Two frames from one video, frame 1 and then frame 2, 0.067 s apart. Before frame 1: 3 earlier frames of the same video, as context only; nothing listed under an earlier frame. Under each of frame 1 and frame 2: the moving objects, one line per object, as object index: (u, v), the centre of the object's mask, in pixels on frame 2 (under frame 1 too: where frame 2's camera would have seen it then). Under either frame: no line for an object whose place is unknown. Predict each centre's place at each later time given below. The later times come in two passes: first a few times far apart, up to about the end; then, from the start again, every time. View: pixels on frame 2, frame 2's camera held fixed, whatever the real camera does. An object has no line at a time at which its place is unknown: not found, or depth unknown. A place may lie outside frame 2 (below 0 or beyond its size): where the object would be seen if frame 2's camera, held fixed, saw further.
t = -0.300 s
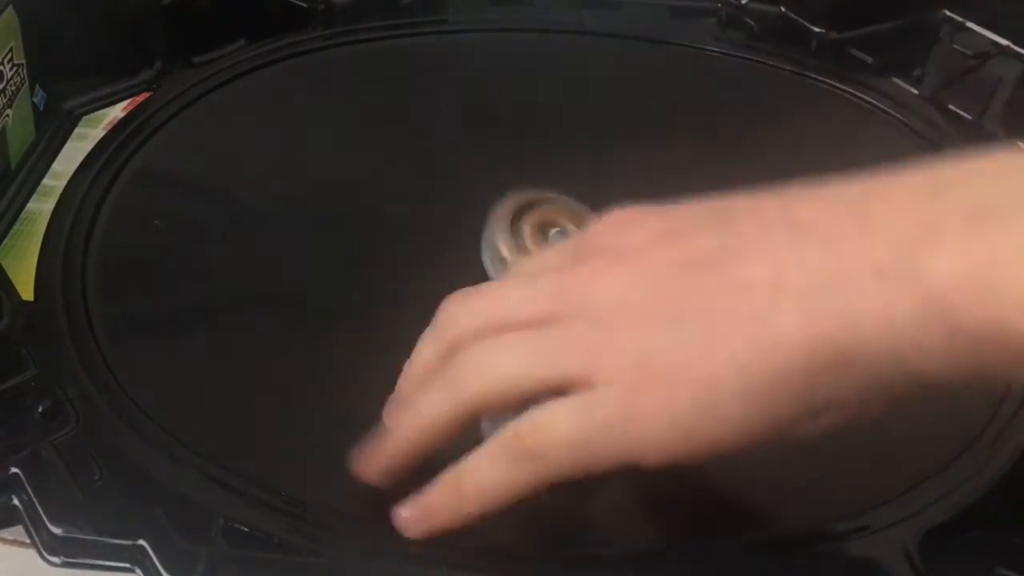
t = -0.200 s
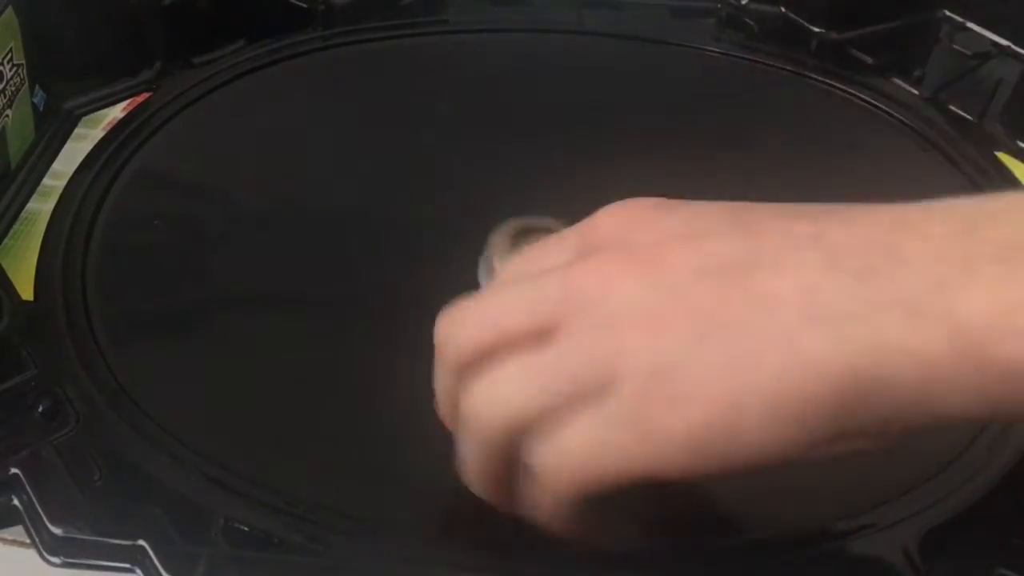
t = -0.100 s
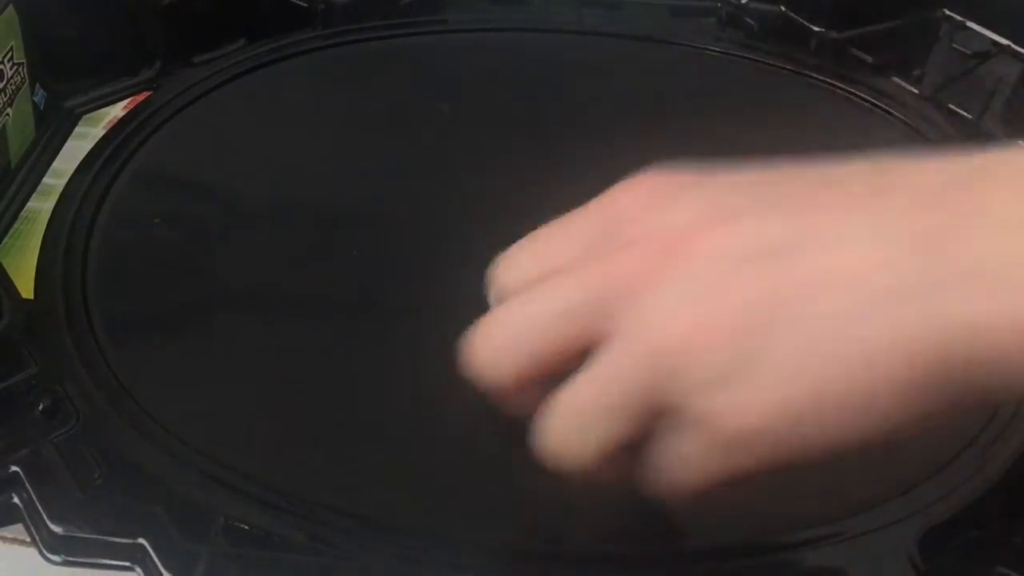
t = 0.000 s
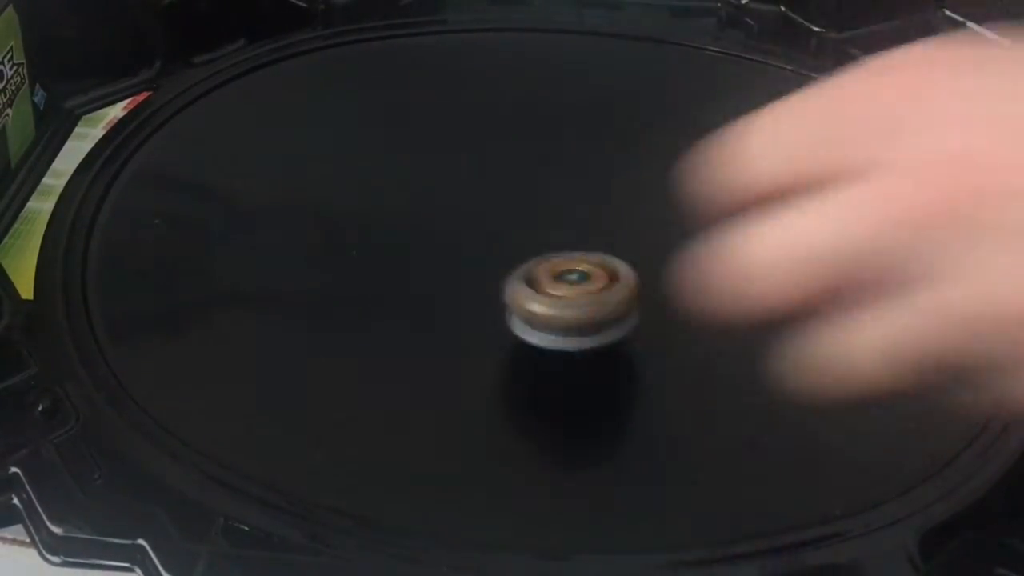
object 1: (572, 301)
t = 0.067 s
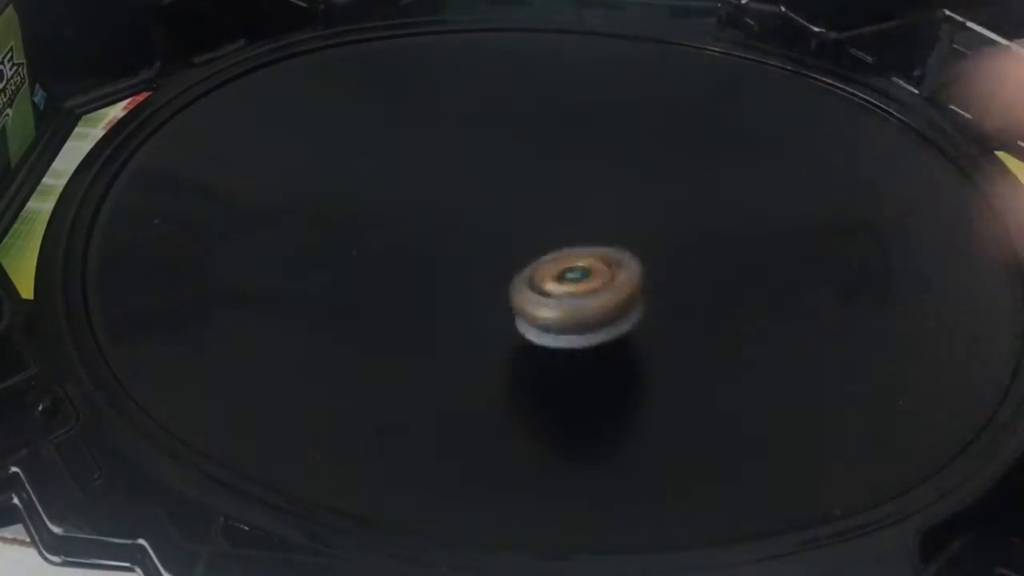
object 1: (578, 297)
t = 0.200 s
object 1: (585, 275)
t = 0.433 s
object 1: (540, 229)
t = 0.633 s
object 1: (479, 228)
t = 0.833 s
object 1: (465, 250)
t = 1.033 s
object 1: (510, 254)
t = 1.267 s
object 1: (547, 215)
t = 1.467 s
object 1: (533, 197)
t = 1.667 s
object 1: (522, 216)
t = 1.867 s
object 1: (552, 240)
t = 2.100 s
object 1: (592, 227)
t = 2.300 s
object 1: (579, 215)
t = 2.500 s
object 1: (560, 232)
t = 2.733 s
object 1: (589, 247)
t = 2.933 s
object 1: (595, 233)
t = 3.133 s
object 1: (574, 231)
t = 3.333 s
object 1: (578, 245)
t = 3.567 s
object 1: (591, 242)
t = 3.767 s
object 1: (582, 234)
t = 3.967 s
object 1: (575, 244)
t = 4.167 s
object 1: (594, 243)
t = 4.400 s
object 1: (577, 241)
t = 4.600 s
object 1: (578, 239)
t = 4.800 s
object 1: (592, 232)
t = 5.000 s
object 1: (588, 232)
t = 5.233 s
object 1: (602, 242)
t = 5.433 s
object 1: (604, 255)
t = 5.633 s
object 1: (589, 261)
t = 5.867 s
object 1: (579, 269)
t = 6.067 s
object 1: (574, 277)
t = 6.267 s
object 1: (572, 271)
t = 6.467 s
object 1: (580, 269)
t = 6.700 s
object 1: (573, 268)
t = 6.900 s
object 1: (573, 268)
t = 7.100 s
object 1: (584, 268)
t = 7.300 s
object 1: (575, 265)
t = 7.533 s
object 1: (568, 258)
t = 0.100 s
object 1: (581, 293)
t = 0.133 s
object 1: (585, 288)
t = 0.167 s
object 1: (587, 283)
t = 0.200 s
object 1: (585, 275)
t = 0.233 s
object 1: (582, 267)
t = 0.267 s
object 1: (579, 260)
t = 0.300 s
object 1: (575, 254)
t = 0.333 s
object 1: (569, 247)
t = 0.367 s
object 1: (561, 240)
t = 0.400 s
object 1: (551, 234)
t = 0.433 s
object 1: (540, 229)
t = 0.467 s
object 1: (529, 226)
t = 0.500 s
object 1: (517, 225)
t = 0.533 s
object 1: (507, 224)
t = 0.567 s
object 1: (496, 224)
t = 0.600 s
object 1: (486, 225)
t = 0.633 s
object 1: (479, 228)
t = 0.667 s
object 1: (473, 230)
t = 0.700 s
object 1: (466, 233)
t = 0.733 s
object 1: (463, 237)
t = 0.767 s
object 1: (464, 242)
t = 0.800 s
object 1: (465, 245)
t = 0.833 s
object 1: (465, 250)
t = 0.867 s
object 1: (469, 254)
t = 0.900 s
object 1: (475, 255)
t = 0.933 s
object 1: (482, 256)
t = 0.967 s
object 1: (489, 256)
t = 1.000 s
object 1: (500, 255)
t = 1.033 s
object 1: (510, 254)
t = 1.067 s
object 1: (518, 250)
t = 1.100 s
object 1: (527, 246)
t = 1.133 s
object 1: (535, 240)
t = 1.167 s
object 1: (540, 234)
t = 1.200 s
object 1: (543, 228)
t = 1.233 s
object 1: (546, 222)
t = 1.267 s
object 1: (547, 215)
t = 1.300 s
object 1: (546, 208)
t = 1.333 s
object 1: (544, 204)
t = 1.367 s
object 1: (543, 199)
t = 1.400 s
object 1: (541, 195)
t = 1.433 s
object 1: (537, 195)
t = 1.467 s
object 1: (533, 197)
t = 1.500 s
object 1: (530, 198)
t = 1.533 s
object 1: (527, 199)
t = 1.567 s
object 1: (522, 201)
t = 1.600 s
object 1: (521, 206)
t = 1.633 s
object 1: (522, 211)
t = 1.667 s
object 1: (522, 216)
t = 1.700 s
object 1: (524, 221)
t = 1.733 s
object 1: (527, 227)
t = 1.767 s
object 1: (531, 232)
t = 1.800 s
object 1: (537, 236)
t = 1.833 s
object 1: (544, 239)
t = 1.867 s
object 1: (552, 240)
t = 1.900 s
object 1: (560, 241)
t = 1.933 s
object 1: (567, 241)
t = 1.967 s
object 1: (575, 241)
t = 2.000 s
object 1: (581, 238)
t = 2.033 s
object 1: (585, 234)
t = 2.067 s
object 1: (588, 231)
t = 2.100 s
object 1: (592, 227)
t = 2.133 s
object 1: (594, 222)
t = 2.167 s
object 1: (591, 220)
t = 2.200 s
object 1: (586, 219)
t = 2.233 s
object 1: (584, 219)
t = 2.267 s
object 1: (582, 217)
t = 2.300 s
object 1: (579, 215)
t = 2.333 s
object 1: (573, 215)
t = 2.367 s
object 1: (569, 217)
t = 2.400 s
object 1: (566, 221)
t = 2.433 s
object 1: (563, 224)
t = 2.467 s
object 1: (561, 228)
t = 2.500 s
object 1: (560, 232)
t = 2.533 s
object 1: (562, 236)
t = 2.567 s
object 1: (564, 240)
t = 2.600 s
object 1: (567, 244)
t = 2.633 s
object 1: (574, 245)
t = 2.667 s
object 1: (578, 246)
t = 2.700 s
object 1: (582, 246)
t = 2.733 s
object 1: (589, 247)
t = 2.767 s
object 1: (596, 247)
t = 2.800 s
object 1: (598, 244)
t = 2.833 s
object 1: (598, 240)
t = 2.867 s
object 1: (596, 238)
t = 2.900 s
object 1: (596, 236)
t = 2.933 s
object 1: (595, 233)
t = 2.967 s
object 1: (594, 229)
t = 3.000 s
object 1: (592, 226)
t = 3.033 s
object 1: (588, 228)
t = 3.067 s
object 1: (584, 229)
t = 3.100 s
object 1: (579, 230)
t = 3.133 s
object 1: (574, 231)
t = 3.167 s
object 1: (573, 233)
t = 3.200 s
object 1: (572, 236)
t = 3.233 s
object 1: (571, 239)
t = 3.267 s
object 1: (571, 243)
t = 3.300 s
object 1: (575, 245)
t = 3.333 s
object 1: (578, 245)
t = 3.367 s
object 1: (582, 247)
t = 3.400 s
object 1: (585, 248)
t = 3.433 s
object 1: (590, 250)
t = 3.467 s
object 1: (593, 249)
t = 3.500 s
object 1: (596, 246)
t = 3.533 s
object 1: (593, 243)
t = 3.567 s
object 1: (591, 242)
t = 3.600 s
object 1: (591, 240)
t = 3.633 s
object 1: (591, 237)
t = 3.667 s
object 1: (590, 233)
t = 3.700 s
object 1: (588, 231)
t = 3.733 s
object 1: (585, 231)
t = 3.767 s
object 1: (582, 234)
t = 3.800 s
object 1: (579, 235)
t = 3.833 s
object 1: (575, 237)
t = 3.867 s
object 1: (575, 238)
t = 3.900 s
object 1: (575, 240)
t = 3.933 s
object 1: (574, 242)
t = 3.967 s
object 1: (575, 244)
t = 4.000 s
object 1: (578, 244)
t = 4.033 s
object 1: (581, 243)
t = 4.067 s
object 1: (583, 243)
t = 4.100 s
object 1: (586, 244)
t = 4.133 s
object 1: (591, 244)
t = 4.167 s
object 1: (594, 243)
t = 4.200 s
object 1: (594, 241)
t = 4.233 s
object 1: (591, 240)
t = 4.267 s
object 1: (587, 241)
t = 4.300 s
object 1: (583, 242)
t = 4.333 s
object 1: (582, 242)
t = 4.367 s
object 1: (580, 241)
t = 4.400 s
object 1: (577, 241)
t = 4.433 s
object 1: (573, 240)
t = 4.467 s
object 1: (570, 240)
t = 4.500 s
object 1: (570, 240)
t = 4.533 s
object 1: (573, 241)
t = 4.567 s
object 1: (576, 240)
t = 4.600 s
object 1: (578, 239)
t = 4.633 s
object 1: (580, 238)
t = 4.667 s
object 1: (579, 238)
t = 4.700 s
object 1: (582, 239)
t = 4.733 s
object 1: (587, 237)
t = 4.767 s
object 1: (590, 235)
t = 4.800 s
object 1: (592, 232)
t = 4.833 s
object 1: (593, 231)
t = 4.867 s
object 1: (592, 230)
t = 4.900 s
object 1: (590, 229)
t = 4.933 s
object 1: (590, 230)
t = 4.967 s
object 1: (588, 231)
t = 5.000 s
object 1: (588, 232)
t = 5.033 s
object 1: (590, 234)
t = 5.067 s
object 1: (593, 237)
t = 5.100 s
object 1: (596, 238)
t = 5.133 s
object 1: (600, 240)
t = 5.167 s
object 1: (600, 240)
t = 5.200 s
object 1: (600, 240)
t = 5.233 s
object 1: (602, 242)
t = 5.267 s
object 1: (603, 244)
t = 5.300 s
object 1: (605, 246)
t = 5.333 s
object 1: (606, 248)
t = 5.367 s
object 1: (605, 250)
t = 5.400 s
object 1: (604, 253)
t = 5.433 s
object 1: (604, 255)
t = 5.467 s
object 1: (604, 256)
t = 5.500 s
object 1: (602, 254)
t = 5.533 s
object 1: (600, 255)
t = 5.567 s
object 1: (595, 257)
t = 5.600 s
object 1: (592, 259)
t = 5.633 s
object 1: (589, 261)
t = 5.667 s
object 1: (585, 264)
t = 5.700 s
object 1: (582, 267)
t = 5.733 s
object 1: (581, 269)
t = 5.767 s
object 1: (583, 272)
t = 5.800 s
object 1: (584, 271)
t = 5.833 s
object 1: (584, 270)
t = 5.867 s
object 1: (579, 269)
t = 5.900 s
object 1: (575, 270)
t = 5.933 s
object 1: (574, 272)
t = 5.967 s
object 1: (574, 275)
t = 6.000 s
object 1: (573, 278)
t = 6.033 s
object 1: (574, 279)
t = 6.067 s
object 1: (574, 277)
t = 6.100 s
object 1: (576, 274)
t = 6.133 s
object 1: (579, 272)
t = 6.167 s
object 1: (577, 270)
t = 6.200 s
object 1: (575, 270)
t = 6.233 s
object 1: (572, 270)
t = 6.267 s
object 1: (572, 271)
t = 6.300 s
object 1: (574, 270)
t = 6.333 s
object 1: (576, 270)
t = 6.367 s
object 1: (579, 271)
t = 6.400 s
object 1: (582, 271)
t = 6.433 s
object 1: (581, 270)
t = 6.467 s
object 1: (580, 269)
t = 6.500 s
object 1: (575, 269)
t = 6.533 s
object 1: (571, 270)
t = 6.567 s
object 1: (570, 271)
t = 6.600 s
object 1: (569, 272)
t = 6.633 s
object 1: (570, 271)
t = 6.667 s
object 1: (572, 270)
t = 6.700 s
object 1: (573, 268)
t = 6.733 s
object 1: (575, 267)
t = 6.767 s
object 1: (576, 265)
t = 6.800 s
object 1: (573, 265)
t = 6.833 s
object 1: (572, 266)
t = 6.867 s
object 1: (571, 268)
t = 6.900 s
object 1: (573, 268)
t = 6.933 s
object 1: (578, 269)
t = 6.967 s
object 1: (581, 270)
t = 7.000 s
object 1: (585, 271)
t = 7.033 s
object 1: (586, 270)
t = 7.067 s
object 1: (586, 268)
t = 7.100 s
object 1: (584, 268)
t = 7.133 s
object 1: (579, 266)
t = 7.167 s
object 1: (576, 267)
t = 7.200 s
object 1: (574, 268)
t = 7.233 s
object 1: (574, 267)
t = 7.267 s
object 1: (575, 265)
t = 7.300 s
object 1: (575, 265)
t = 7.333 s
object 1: (575, 263)
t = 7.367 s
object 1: (576, 263)
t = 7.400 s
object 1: (574, 261)
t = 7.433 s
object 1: (575, 260)
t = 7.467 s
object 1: (573, 260)
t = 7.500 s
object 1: (571, 259)
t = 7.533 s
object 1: (568, 258)
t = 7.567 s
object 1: (567, 259)
